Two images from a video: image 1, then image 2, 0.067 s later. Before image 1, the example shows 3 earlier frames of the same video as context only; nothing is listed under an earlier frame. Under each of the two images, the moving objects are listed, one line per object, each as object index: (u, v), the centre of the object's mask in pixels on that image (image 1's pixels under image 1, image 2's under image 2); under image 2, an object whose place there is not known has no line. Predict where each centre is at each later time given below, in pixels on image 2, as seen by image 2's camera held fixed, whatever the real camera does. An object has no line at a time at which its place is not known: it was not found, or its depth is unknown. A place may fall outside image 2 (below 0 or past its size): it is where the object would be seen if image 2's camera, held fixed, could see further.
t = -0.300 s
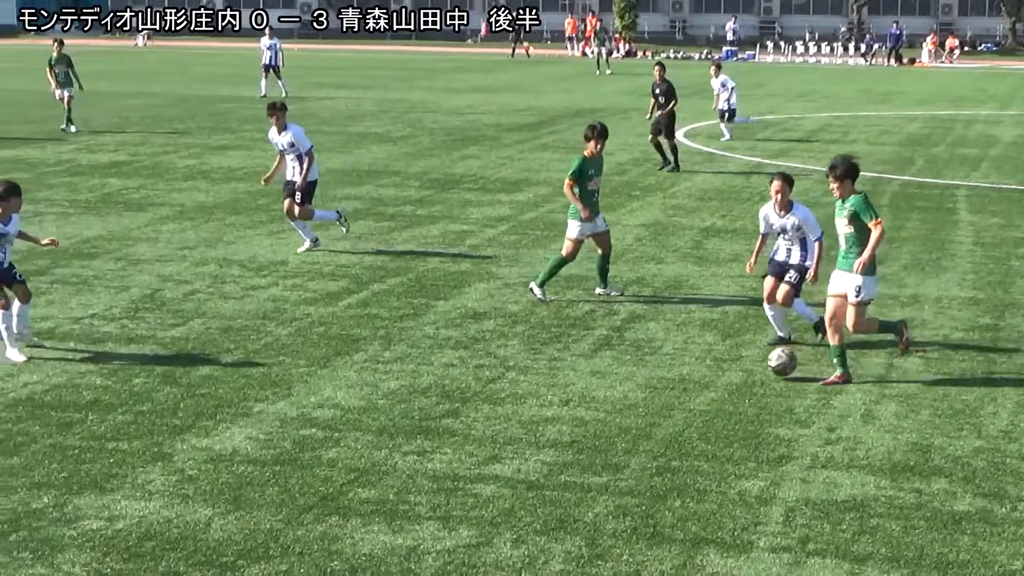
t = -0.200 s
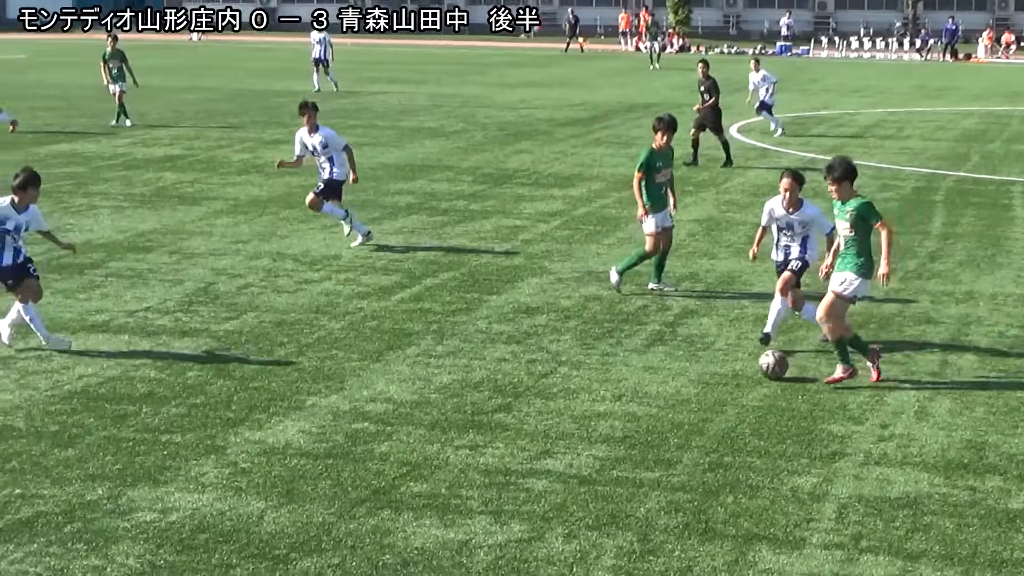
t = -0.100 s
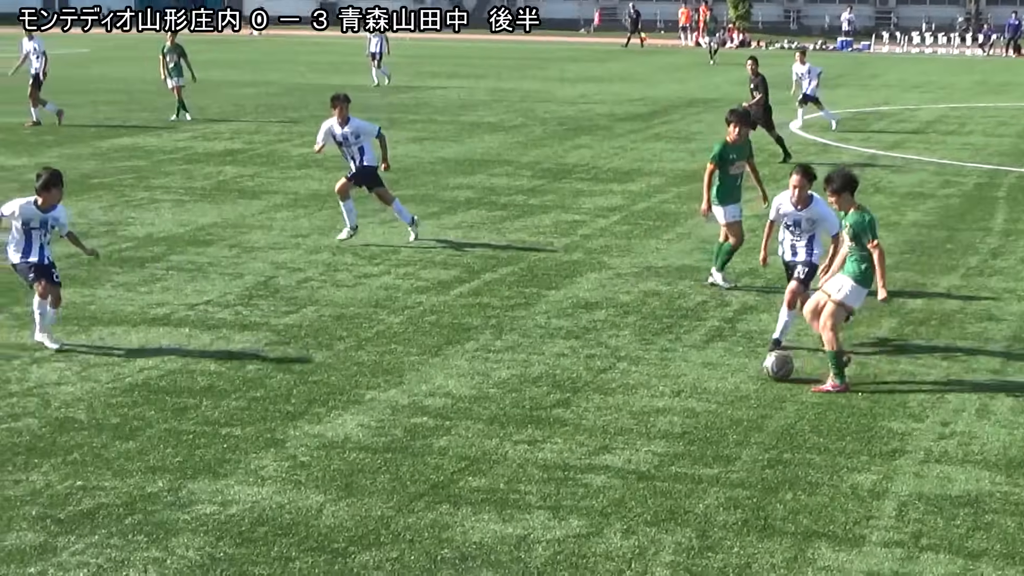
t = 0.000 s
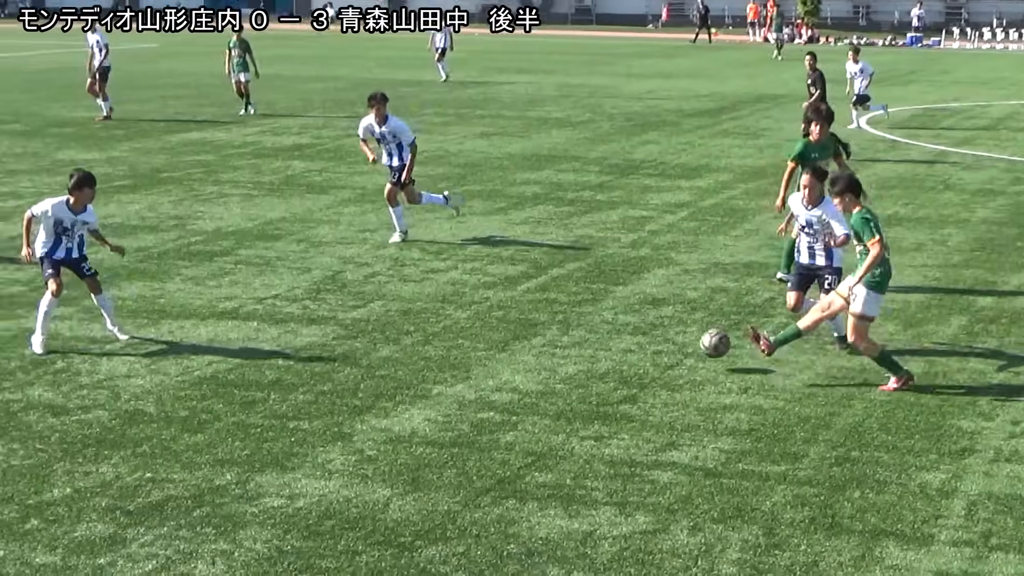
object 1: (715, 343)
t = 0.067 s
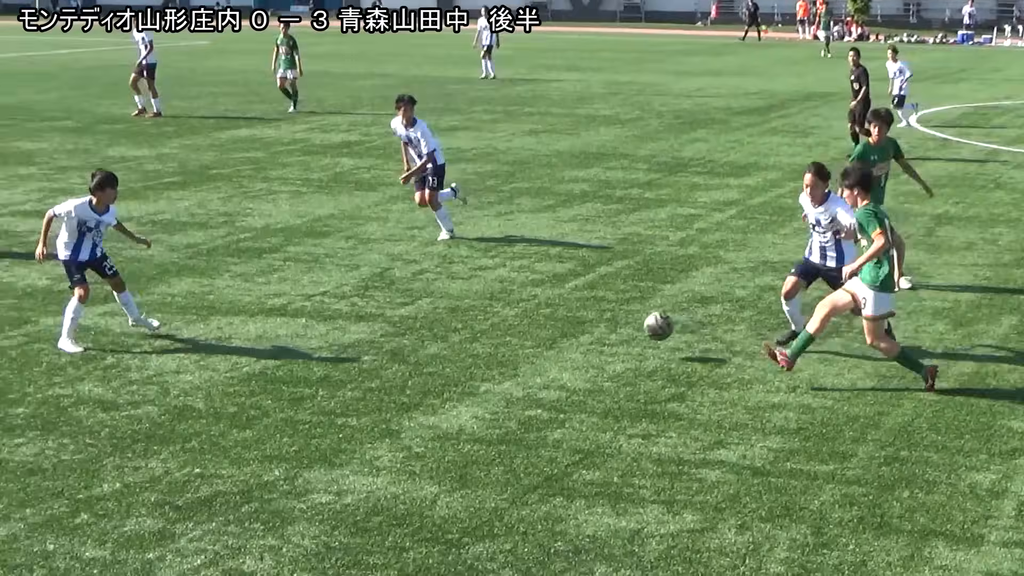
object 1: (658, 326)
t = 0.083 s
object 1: (634, 323)
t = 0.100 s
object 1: (610, 320)
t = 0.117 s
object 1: (586, 318)
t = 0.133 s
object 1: (562, 316)
